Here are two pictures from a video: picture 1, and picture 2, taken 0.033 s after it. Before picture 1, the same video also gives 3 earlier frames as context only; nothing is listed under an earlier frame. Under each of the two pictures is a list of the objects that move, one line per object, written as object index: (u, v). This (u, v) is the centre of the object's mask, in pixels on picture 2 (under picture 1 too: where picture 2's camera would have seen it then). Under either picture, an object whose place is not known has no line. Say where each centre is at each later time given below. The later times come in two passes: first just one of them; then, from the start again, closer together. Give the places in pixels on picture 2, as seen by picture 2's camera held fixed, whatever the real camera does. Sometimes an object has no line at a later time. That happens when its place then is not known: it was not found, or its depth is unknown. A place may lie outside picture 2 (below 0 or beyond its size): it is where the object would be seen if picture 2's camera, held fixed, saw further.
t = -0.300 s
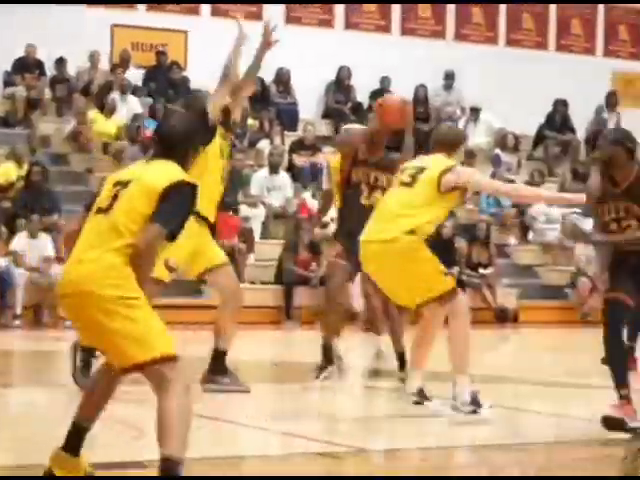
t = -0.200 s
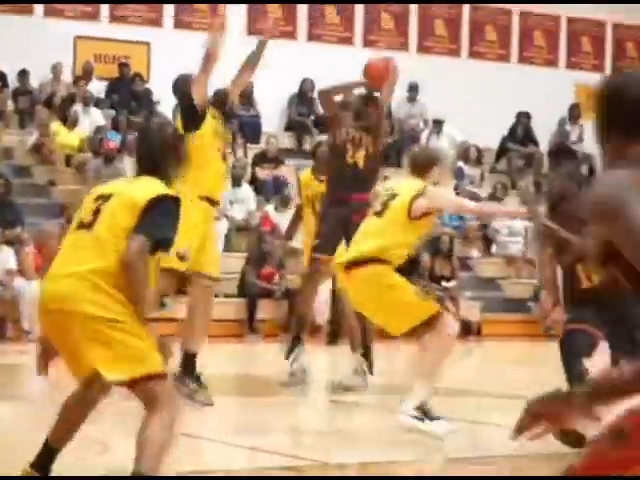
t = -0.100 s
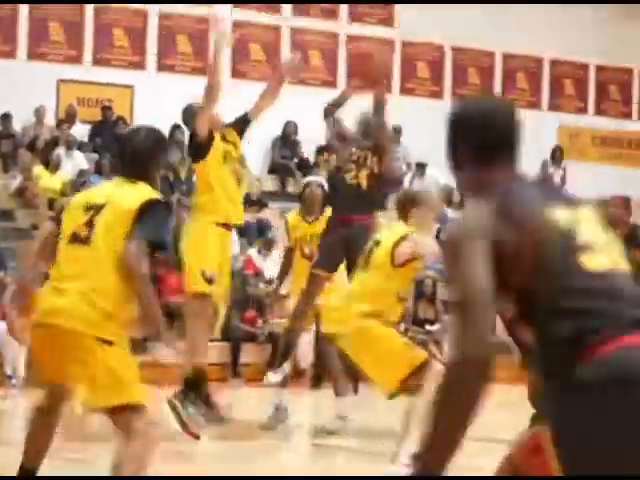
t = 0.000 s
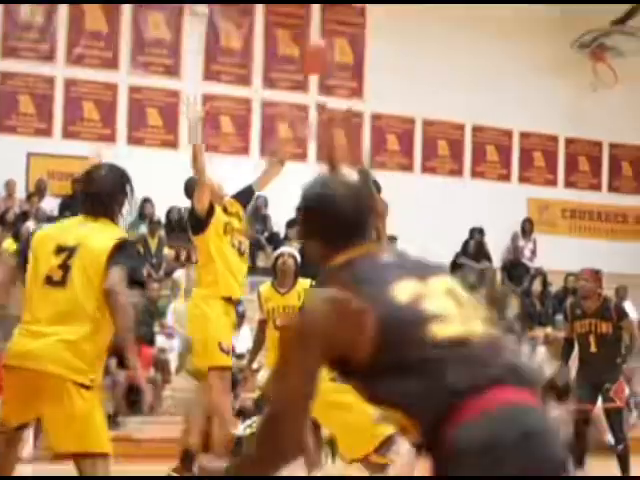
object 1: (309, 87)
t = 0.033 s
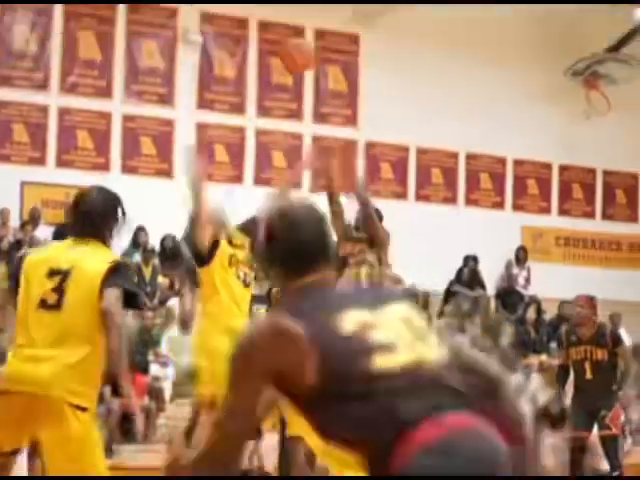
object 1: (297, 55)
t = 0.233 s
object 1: (212, -87)
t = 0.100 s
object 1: (270, 5)
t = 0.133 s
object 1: (256, -20)
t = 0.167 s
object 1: (242, -43)
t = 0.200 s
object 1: (227, -65)
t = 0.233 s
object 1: (212, -87)
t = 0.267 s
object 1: (199, -105)
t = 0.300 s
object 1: (185, -123)
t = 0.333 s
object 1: (169, -139)
